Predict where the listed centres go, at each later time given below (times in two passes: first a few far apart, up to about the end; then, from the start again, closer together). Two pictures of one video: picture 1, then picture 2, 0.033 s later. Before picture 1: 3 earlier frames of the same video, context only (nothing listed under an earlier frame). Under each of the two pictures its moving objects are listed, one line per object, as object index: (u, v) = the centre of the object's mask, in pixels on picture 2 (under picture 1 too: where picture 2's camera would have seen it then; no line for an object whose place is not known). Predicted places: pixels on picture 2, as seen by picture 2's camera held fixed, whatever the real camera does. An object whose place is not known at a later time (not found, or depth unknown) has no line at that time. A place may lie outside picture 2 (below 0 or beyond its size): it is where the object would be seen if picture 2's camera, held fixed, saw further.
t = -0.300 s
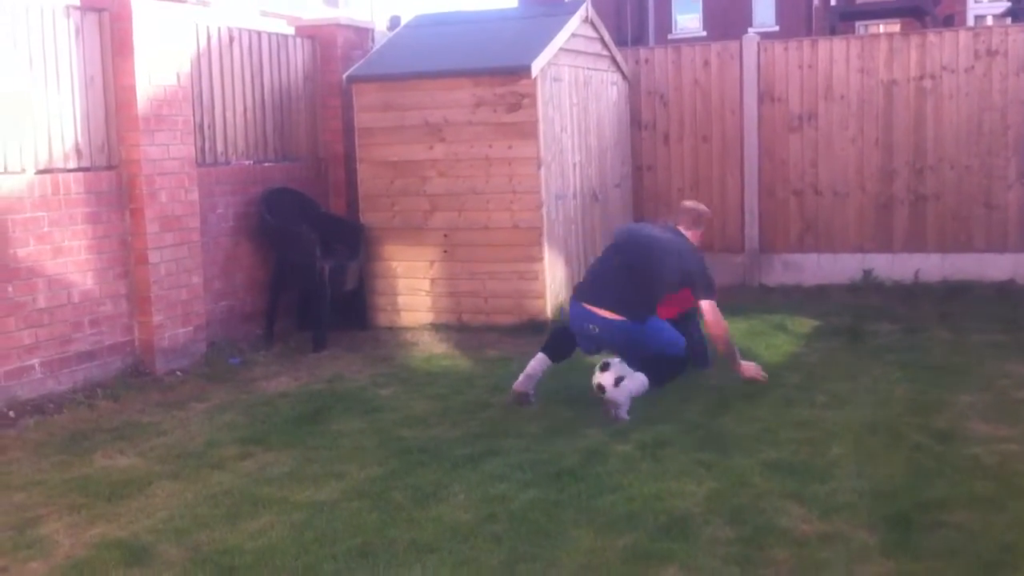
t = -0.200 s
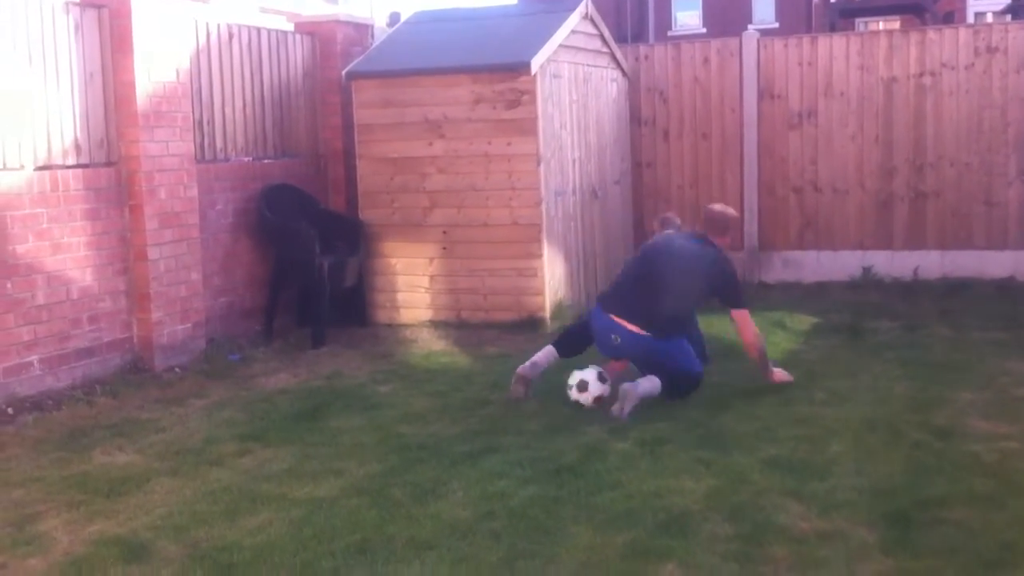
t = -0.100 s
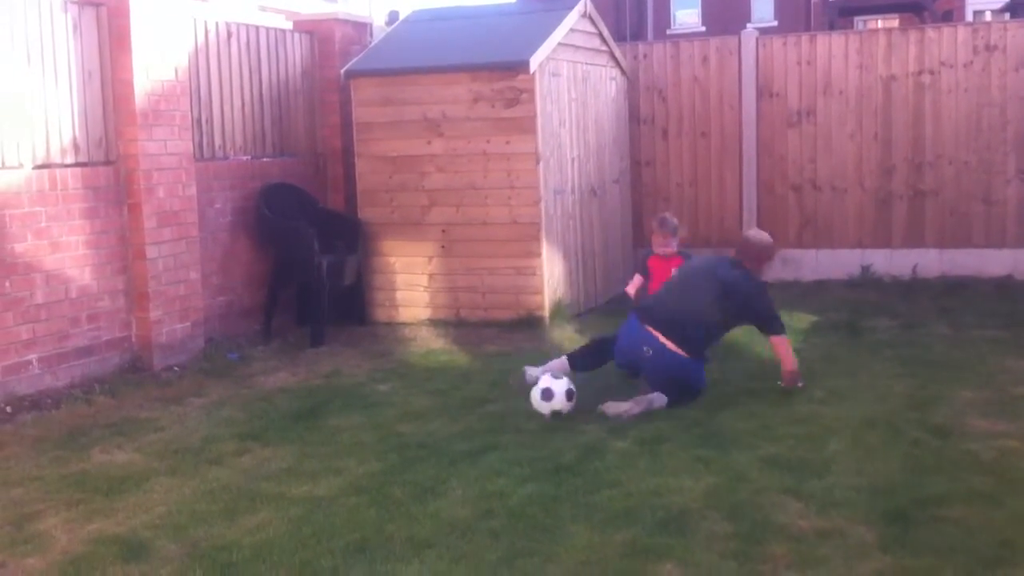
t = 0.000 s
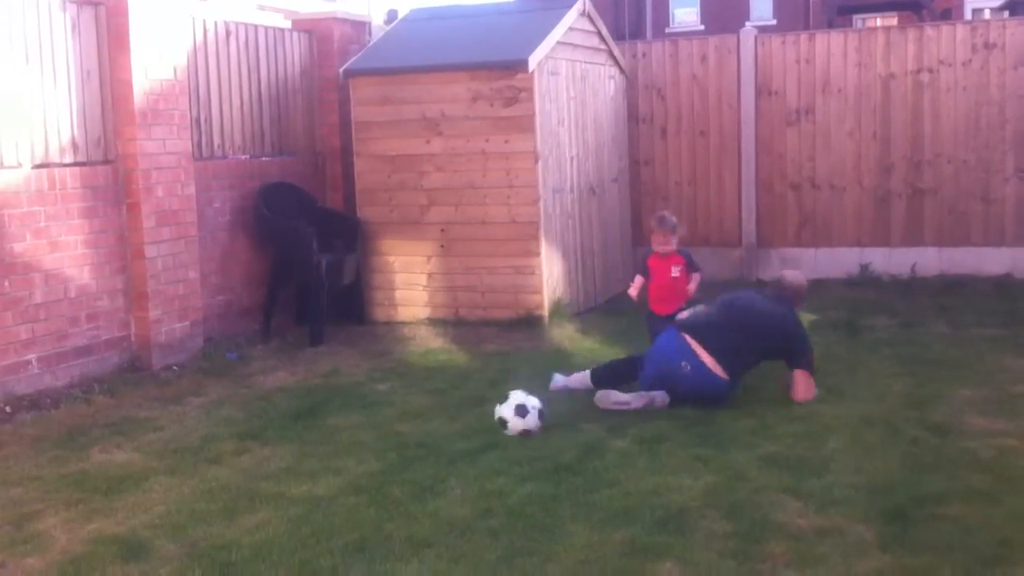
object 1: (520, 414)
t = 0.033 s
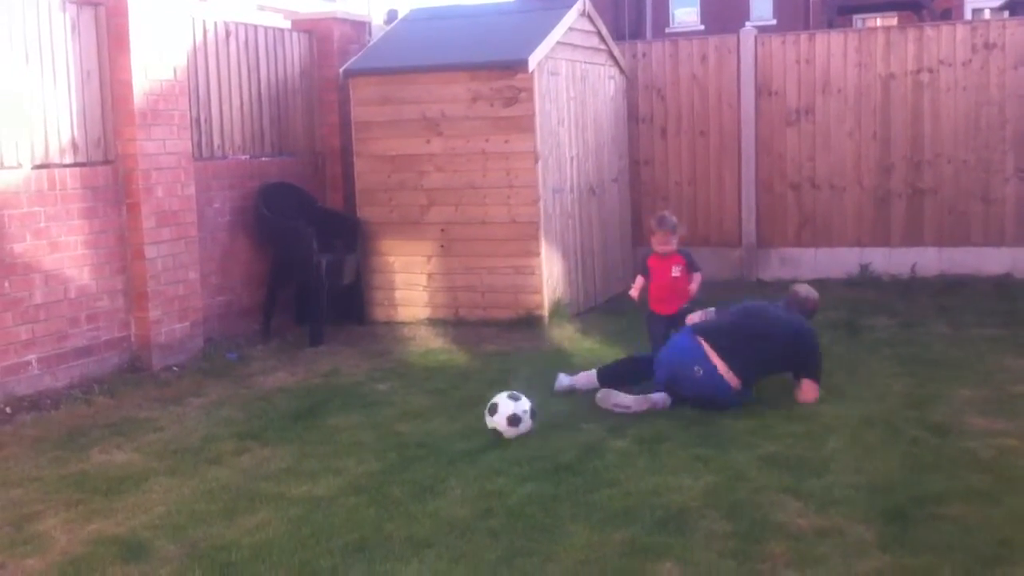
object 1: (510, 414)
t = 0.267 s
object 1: (451, 441)
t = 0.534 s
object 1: (397, 456)
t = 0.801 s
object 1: (357, 480)
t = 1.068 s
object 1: (327, 494)
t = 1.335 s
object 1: (302, 507)
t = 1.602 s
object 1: (290, 514)
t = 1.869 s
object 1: (288, 517)
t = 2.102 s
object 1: (290, 517)
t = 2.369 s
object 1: (290, 516)
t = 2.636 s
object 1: (290, 517)
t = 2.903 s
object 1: (289, 516)
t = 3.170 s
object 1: (289, 516)
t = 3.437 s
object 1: (290, 515)
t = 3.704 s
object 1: (290, 515)
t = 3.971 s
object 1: (290, 516)
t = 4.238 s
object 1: (289, 516)
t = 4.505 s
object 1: (290, 516)
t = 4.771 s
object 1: (290, 516)
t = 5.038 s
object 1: (290, 517)
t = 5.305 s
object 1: (290, 516)
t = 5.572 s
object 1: (290, 516)
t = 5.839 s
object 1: (291, 516)
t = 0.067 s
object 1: (500, 416)
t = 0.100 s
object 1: (492, 419)
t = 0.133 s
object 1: (483, 422)
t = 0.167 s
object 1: (475, 427)
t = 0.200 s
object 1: (467, 434)
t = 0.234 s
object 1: (459, 438)
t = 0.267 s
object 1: (451, 441)
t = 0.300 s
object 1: (443, 442)
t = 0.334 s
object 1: (435, 443)
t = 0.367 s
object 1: (429, 445)
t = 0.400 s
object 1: (422, 448)
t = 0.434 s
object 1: (415, 452)
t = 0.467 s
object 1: (409, 453)
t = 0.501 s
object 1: (402, 453)
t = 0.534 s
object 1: (397, 456)
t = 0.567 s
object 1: (390, 461)
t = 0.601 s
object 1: (385, 463)
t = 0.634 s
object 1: (379, 465)
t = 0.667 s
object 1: (374, 469)
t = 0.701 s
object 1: (370, 473)
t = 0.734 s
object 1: (367, 476)
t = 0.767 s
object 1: (362, 477)
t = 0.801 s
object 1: (357, 480)
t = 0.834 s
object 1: (353, 483)
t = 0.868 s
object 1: (348, 484)
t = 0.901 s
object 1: (344, 486)
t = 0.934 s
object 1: (340, 489)
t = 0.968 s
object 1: (337, 490)
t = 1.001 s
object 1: (334, 492)
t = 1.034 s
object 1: (330, 493)
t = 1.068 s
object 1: (327, 494)
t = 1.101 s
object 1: (323, 496)
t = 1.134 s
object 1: (320, 498)
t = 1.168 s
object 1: (317, 500)
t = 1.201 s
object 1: (314, 502)
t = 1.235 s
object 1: (310, 503)
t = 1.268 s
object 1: (308, 504)
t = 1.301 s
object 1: (305, 506)
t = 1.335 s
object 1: (302, 507)
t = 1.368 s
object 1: (300, 508)
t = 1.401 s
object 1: (298, 509)
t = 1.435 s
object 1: (297, 510)
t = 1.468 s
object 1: (295, 511)
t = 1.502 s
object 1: (293, 512)
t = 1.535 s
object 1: (292, 513)
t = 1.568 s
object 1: (291, 514)
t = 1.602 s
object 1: (290, 514)
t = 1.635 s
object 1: (289, 515)
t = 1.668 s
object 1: (289, 516)
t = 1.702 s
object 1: (288, 516)
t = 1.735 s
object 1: (288, 516)
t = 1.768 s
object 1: (288, 516)
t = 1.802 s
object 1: (288, 517)
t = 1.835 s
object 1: (288, 516)
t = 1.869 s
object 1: (288, 517)
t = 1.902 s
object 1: (288, 517)
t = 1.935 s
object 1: (288, 517)
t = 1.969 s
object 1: (289, 517)
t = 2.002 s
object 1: (289, 517)
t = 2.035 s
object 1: (289, 517)
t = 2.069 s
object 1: (289, 516)
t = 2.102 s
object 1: (290, 517)
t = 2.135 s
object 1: (290, 516)
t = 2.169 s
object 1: (290, 516)
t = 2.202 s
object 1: (290, 516)
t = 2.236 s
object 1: (290, 516)
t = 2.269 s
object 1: (290, 517)
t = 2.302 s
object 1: (290, 517)
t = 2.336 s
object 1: (290, 516)
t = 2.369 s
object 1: (290, 516)
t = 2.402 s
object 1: (290, 516)
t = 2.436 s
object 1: (289, 516)
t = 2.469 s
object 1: (290, 516)
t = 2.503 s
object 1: (290, 516)
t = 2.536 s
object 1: (290, 516)
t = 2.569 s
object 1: (290, 517)
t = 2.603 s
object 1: (290, 517)
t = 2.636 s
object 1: (290, 517)
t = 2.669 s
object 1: (290, 516)
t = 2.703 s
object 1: (290, 516)
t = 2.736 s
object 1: (290, 517)
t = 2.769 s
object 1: (290, 517)
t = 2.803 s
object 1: (290, 517)
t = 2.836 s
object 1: (290, 516)
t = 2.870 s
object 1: (290, 516)
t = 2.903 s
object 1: (289, 516)
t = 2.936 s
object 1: (290, 516)
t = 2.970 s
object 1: (290, 516)
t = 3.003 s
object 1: (290, 516)
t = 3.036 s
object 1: (290, 516)
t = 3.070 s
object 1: (289, 516)
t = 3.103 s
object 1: (290, 516)
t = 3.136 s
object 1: (289, 516)
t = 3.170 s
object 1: (289, 516)
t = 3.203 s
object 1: (289, 516)
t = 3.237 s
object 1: (289, 516)
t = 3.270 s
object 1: (289, 516)
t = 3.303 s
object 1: (289, 516)
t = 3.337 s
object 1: (289, 516)
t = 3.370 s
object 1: (289, 516)
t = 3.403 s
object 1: (289, 516)
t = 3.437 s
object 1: (290, 515)
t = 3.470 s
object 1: (290, 515)
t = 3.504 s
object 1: (290, 515)
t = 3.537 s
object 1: (289, 515)
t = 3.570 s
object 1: (289, 515)
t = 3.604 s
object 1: (289, 515)
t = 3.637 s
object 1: (290, 515)
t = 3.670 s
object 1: (290, 515)
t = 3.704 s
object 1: (290, 515)
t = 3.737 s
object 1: (289, 516)
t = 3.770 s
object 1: (290, 516)
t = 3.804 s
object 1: (290, 516)
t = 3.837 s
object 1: (289, 515)
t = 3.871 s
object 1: (290, 515)
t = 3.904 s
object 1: (290, 515)
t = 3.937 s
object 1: (290, 516)
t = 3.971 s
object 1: (290, 516)
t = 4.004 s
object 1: (290, 515)
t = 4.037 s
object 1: (290, 516)
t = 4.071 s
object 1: (290, 515)
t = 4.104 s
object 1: (290, 516)
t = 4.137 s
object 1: (290, 516)
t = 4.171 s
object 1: (289, 516)
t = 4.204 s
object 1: (289, 516)
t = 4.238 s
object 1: (289, 516)
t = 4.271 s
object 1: (289, 516)
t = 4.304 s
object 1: (289, 517)
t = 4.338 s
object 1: (289, 517)
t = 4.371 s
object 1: (289, 516)
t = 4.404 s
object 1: (290, 516)
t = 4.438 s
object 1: (290, 516)
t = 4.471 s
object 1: (289, 516)
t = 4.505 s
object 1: (290, 516)
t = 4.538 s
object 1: (290, 517)
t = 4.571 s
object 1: (290, 516)
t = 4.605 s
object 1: (289, 517)
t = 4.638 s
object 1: (289, 517)
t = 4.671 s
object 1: (290, 516)
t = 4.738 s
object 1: (289, 516)
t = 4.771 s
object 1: (290, 516)
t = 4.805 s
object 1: (290, 516)
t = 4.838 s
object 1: (289, 517)
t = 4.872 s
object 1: (290, 517)
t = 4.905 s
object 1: (290, 516)
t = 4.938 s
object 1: (290, 516)
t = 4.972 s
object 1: (290, 516)
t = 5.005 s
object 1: (290, 516)
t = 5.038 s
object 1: (290, 517)
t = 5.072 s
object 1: (290, 516)
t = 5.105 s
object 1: (290, 516)
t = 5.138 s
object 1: (290, 516)
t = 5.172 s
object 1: (290, 516)
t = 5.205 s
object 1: (290, 516)
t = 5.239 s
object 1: (290, 516)
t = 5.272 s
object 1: (290, 516)
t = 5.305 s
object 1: (290, 516)
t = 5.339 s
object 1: (290, 516)
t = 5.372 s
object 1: (290, 516)
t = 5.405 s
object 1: (290, 516)
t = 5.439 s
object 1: (290, 517)
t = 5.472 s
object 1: (290, 516)
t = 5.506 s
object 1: (290, 516)
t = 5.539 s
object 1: (290, 516)
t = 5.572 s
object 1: (290, 516)
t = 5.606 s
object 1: (290, 516)
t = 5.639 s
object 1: (290, 517)
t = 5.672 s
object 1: (290, 516)
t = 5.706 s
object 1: (290, 516)
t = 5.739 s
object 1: (290, 516)
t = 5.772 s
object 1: (290, 516)
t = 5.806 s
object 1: (290, 516)
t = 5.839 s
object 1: (291, 516)
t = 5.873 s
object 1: (290, 517)
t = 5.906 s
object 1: (290, 517)
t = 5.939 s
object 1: (290, 517)
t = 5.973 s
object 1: (290, 517)
